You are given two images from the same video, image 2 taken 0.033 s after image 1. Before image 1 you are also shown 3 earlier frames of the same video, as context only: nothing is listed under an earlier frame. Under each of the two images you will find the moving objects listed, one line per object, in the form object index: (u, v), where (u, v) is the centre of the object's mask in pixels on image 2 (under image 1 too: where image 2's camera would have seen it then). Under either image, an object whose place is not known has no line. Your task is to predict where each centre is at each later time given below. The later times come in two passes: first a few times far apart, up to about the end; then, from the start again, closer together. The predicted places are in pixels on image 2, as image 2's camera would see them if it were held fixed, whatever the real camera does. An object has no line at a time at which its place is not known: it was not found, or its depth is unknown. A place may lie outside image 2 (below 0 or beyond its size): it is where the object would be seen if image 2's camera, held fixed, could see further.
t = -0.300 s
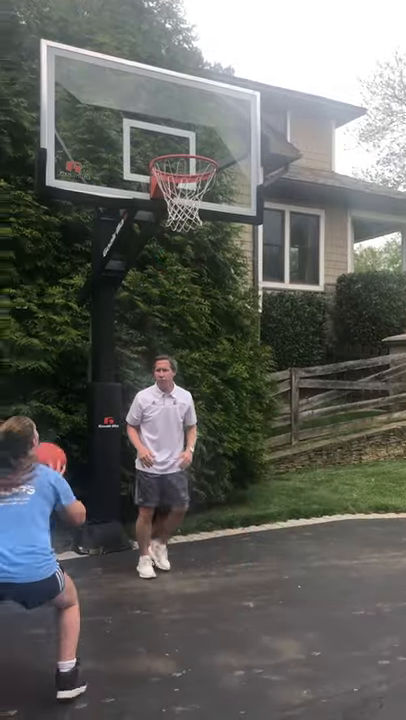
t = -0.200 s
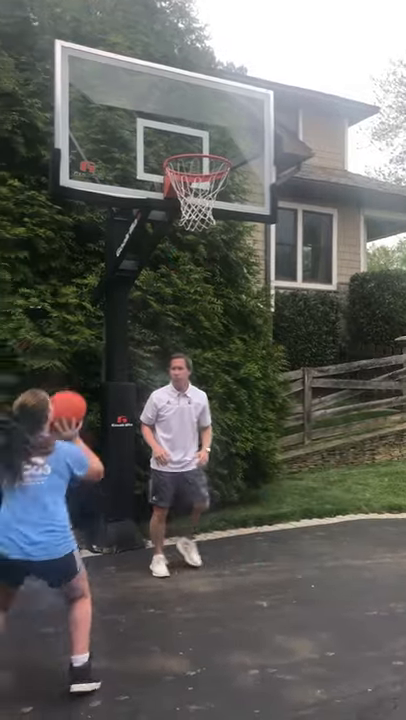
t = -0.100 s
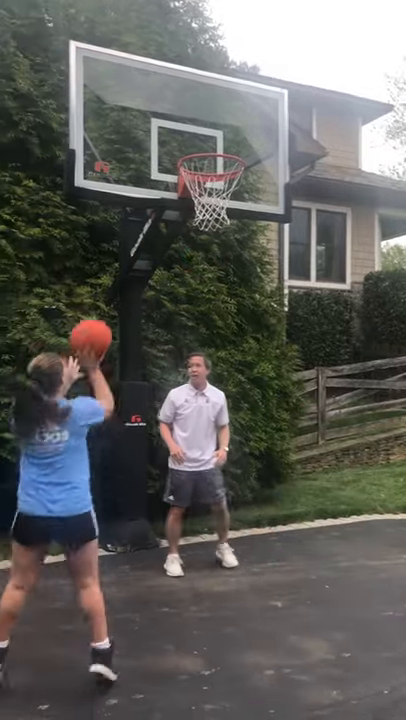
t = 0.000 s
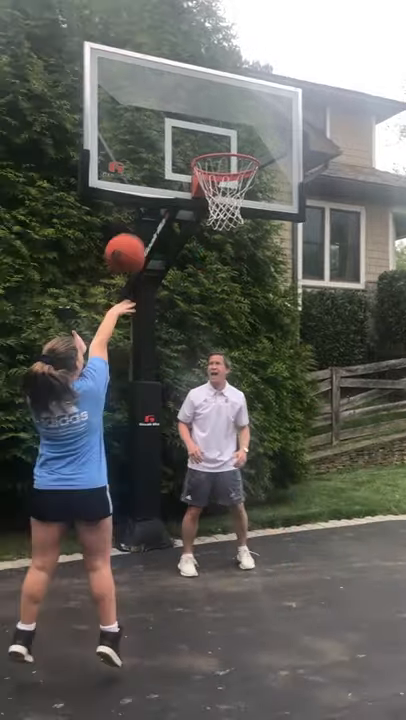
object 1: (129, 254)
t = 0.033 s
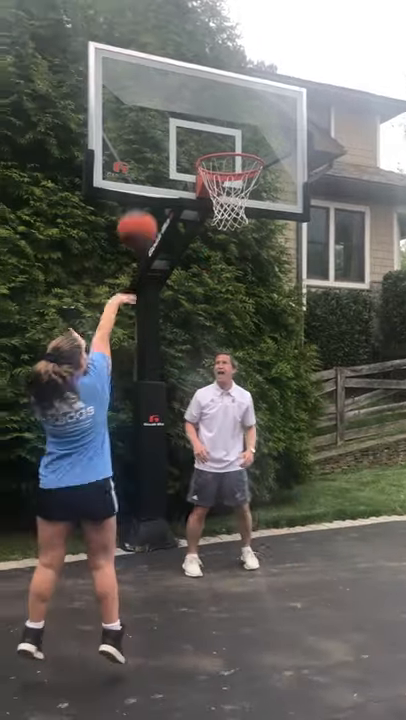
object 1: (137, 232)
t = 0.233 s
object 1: (172, 131)
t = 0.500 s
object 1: (210, 113)
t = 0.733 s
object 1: (244, 152)
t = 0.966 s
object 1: (289, 161)
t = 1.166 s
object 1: (326, 206)
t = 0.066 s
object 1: (142, 215)
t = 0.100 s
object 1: (151, 188)
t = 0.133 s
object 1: (156, 170)
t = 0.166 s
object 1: (160, 155)
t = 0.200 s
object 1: (170, 142)
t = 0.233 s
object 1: (172, 131)
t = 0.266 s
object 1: (180, 121)
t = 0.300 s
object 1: (185, 115)
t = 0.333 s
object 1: (190, 109)
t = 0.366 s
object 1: (195, 107)
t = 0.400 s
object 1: (199, 106)
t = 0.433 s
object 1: (203, 107)
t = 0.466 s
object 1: (207, 111)
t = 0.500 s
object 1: (210, 113)
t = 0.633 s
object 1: (228, 134)
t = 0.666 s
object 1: (232, 140)
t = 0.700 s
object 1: (239, 144)
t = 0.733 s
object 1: (244, 152)
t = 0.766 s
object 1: (252, 150)
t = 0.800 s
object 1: (259, 150)
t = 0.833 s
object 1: (267, 151)
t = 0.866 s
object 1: (272, 154)
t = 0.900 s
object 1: (277, 154)
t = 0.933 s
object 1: (280, 157)
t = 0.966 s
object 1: (289, 161)
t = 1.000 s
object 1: (294, 165)
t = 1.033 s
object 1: (299, 170)
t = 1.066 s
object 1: (305, 176)
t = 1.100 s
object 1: (313, 185)
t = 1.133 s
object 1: (319, 194)
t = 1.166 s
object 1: (326, 206)
